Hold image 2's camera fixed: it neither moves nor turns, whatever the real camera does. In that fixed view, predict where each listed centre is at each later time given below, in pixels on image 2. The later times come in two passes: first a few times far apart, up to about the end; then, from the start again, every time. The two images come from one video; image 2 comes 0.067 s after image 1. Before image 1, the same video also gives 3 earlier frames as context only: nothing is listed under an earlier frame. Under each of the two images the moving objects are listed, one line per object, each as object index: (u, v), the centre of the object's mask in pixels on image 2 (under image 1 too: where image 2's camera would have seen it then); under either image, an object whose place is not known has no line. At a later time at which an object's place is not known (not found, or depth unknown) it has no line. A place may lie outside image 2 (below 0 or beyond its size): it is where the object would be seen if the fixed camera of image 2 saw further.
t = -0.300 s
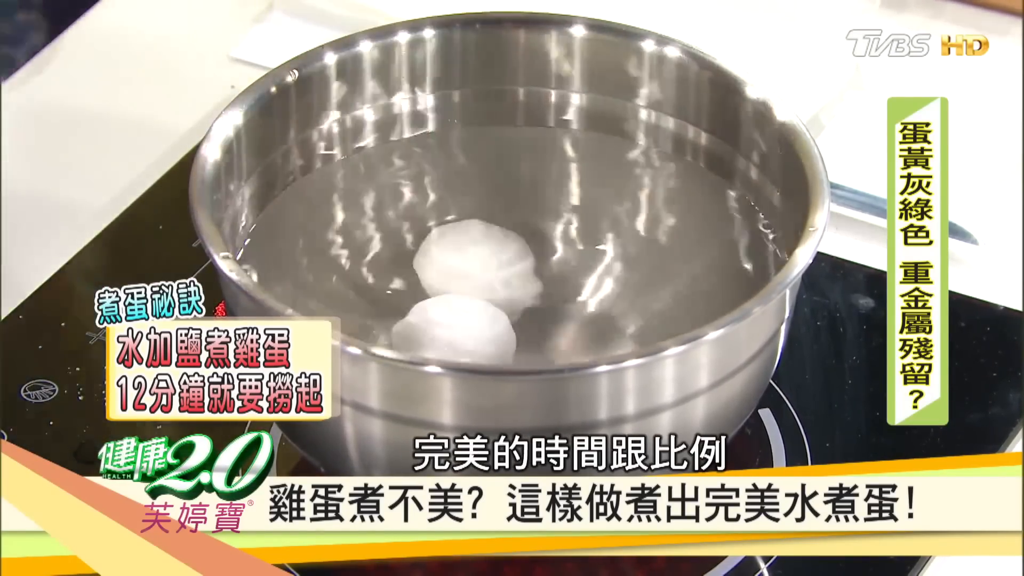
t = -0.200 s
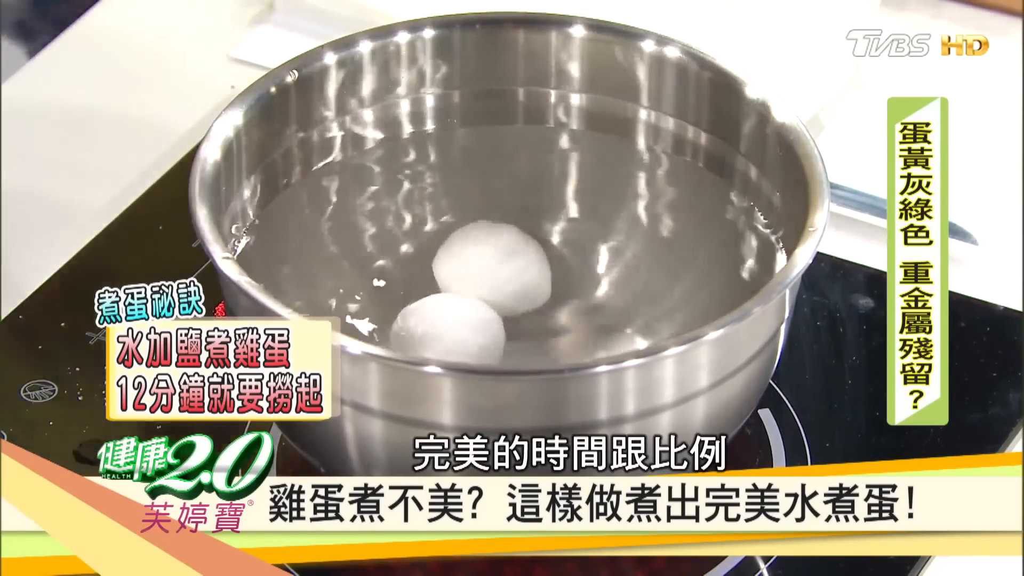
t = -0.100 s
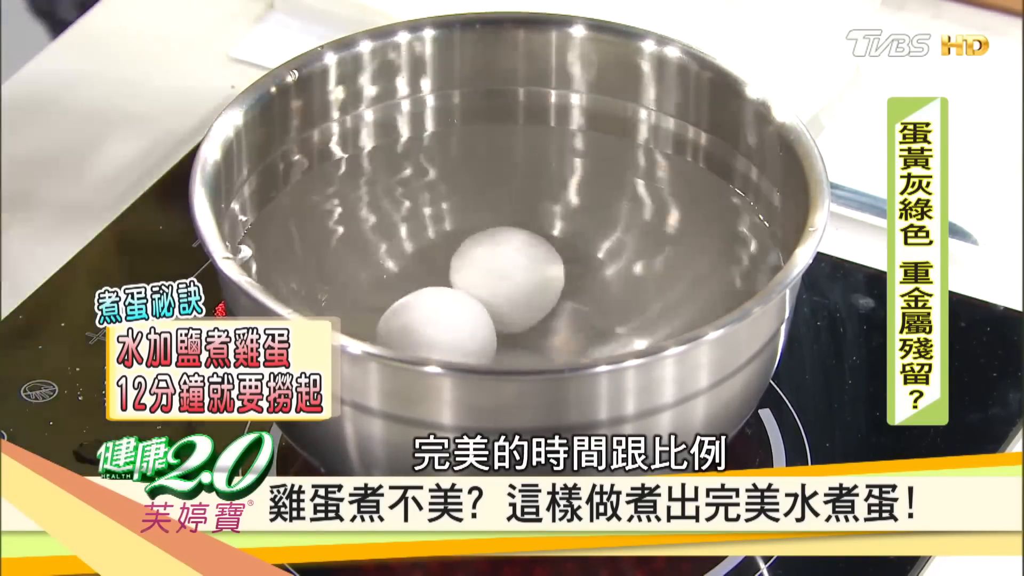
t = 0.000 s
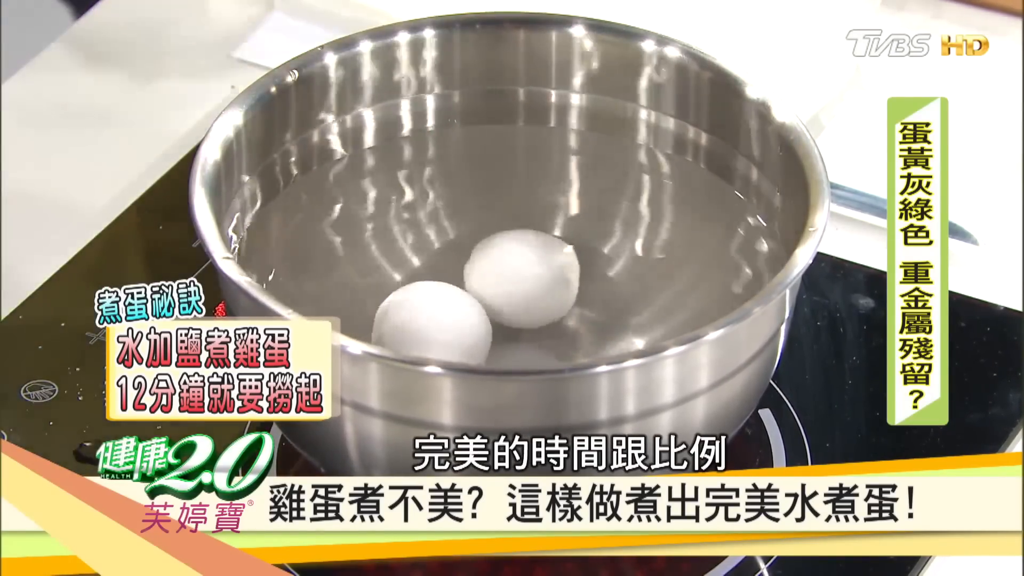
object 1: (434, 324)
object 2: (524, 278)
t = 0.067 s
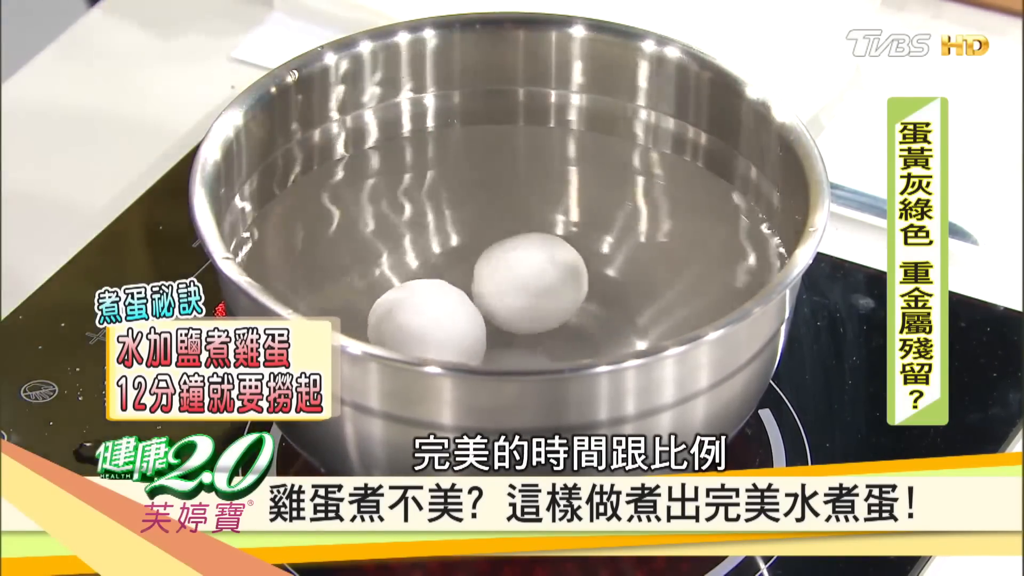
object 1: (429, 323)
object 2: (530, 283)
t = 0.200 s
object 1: (426, 321)
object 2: (547, 289)
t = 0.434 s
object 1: (424, 316)
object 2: (567, 298)
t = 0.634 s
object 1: (429, 312)
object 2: (581, 308)
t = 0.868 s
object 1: (444, 309)
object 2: (587, 318)
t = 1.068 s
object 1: (459, 304)
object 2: (587, 323)
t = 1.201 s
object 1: (467, 304)
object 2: (588, 323)
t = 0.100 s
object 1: (427, 322)
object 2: (534, 284)
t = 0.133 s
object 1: (427, 322)
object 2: (539, 285)
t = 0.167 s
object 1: (426, 322)
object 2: (543, 286)
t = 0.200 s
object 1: (426, 321)
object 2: (547, 289)
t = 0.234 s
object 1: (425, 319)
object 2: (551, 289)
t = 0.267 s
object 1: (424, 319)
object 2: (554, 289)
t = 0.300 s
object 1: (422, 319)
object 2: (557, 291)
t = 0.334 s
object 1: (421, 318)
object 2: (559, 293)
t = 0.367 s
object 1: (421, 316)
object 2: (562, 296)
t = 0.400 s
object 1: (423, 316)
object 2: (565, 297)
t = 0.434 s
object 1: (424, 316)
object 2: (567, 298)
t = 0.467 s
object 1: (424, 316)
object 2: (571, 300)
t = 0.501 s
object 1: (424, 313)
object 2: (573, 302)
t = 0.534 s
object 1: (426, 315)
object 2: (576, 303)
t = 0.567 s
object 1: (427, 314)
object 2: (577, 306)
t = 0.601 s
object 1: (427, 312)
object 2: (579, 308)
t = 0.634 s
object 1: (429, 312)
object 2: (581, 308)
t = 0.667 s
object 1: (431, 312)
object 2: (583, 310)
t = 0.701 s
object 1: (432, 312)
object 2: (585, 311)
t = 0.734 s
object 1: (434, 311)
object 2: (586, 312)
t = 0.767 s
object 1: (438, 309)
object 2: (585, 314)
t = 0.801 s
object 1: (441, 308)
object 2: (586, 316)
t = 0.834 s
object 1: (442, 310)
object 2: (587, 317)
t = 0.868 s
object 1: (444, 309)
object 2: (587, 318)
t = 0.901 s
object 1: (446, 307)
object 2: (589, 318)
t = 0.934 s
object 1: (450, 306)
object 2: (589, 319)
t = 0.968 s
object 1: (454, 306)
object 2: (588, 320)
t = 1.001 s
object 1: (456, 306)
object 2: (588, 320)
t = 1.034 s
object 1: (457, 305)
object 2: (588, 322)
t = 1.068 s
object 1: (459, 304)
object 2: (587, 323)
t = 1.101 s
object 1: (462, 304)
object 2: (587, 323)
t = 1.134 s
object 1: (465, 305)
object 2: (588, 324)
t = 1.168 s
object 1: (467, 305)
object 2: (588, 323)
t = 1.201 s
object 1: (467, 304)
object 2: (588, 323)
